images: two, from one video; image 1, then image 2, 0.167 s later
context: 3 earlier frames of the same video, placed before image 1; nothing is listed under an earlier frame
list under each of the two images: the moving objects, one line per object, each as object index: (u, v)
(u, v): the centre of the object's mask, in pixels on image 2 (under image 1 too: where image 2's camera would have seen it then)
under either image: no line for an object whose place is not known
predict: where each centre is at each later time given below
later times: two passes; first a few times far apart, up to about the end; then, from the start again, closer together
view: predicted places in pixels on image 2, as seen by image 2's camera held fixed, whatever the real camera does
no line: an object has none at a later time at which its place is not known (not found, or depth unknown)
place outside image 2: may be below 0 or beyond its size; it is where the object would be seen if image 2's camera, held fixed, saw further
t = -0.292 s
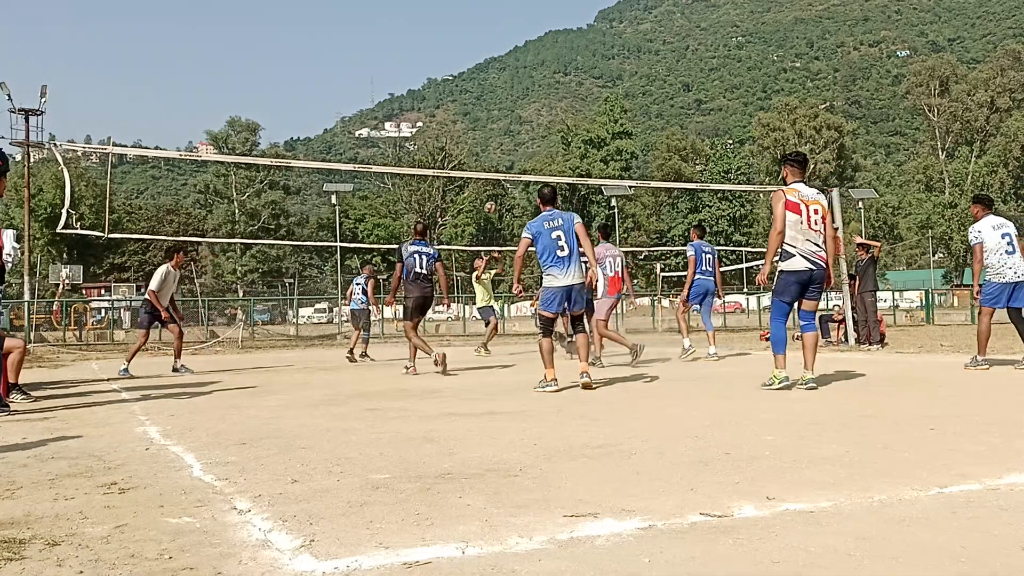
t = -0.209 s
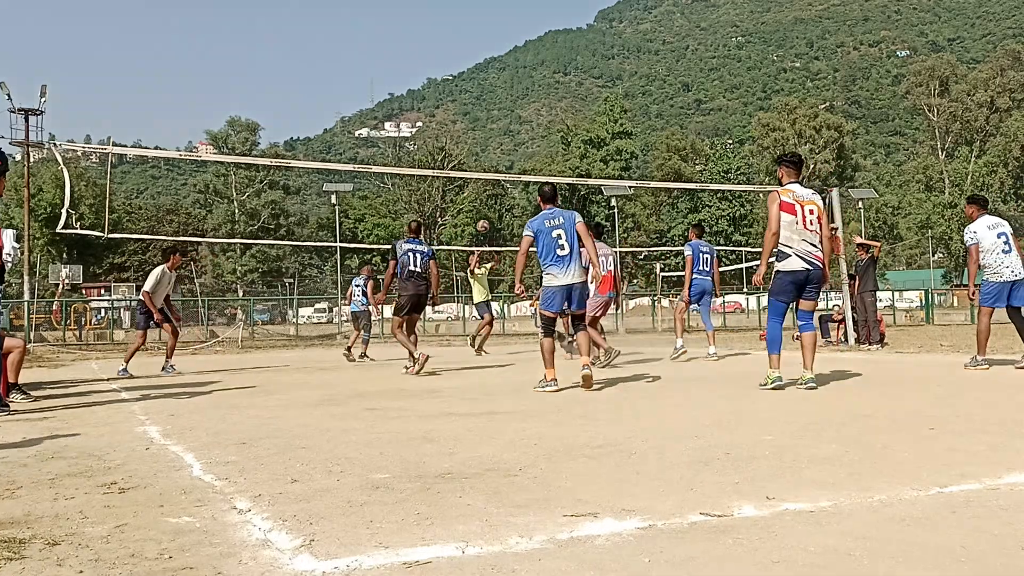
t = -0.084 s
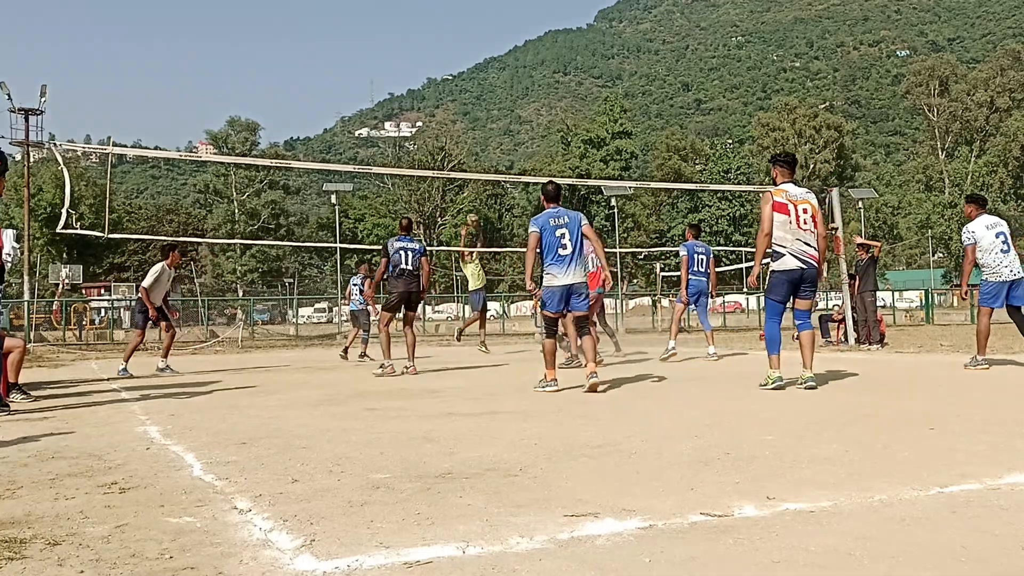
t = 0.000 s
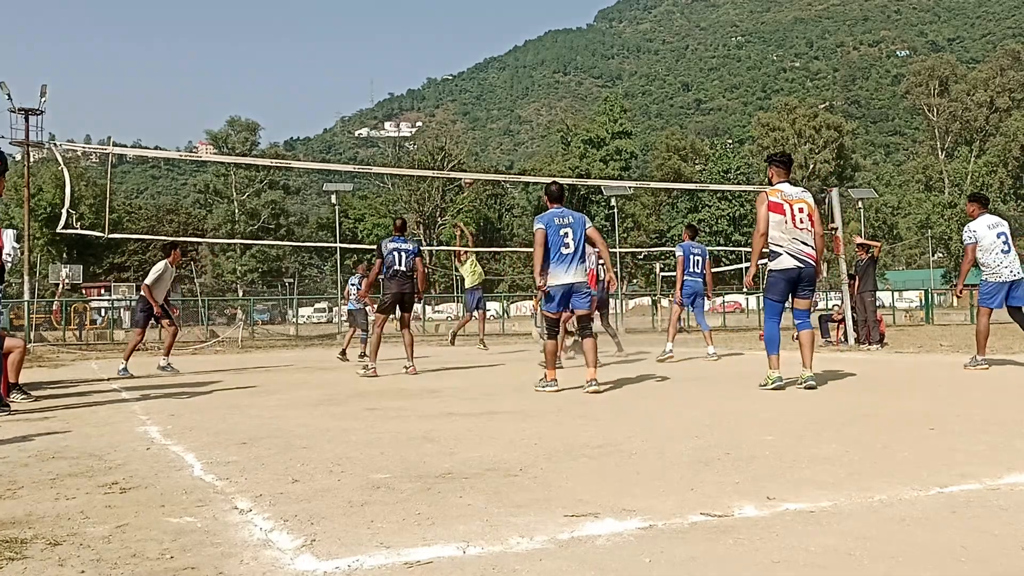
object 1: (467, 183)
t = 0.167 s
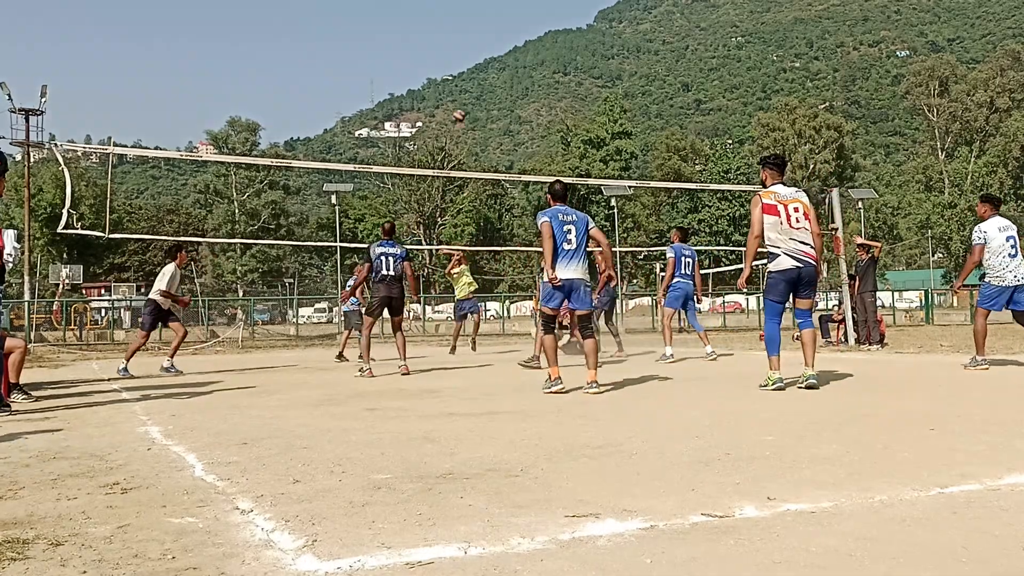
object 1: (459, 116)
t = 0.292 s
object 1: (452, 77)
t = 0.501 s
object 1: (442, 31)
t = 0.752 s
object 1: (431, 8)
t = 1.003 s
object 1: (421, 25)
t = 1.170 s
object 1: (415, 60)
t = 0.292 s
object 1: (452, 77)
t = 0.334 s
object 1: (450, 66)
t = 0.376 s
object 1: (448, 56)
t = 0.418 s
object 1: (446, 46)
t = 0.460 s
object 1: (444, 38)
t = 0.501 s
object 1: (442, 31)
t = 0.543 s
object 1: (440, 24)
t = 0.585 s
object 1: (438, 19)
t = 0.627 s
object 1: (437, 15)
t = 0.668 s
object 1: (435, 12)
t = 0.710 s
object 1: (433, 9)
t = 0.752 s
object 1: (431, 8)
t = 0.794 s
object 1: (430, 8)
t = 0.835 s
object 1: (428, 9)
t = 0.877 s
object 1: (426, 12)
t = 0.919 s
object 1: (424, 15)
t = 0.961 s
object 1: (423, 20)
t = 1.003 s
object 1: (421, 25)
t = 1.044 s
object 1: (419, 32)
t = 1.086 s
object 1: (418, 40)
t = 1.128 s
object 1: (416, 49)
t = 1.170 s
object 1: (415, 60)
